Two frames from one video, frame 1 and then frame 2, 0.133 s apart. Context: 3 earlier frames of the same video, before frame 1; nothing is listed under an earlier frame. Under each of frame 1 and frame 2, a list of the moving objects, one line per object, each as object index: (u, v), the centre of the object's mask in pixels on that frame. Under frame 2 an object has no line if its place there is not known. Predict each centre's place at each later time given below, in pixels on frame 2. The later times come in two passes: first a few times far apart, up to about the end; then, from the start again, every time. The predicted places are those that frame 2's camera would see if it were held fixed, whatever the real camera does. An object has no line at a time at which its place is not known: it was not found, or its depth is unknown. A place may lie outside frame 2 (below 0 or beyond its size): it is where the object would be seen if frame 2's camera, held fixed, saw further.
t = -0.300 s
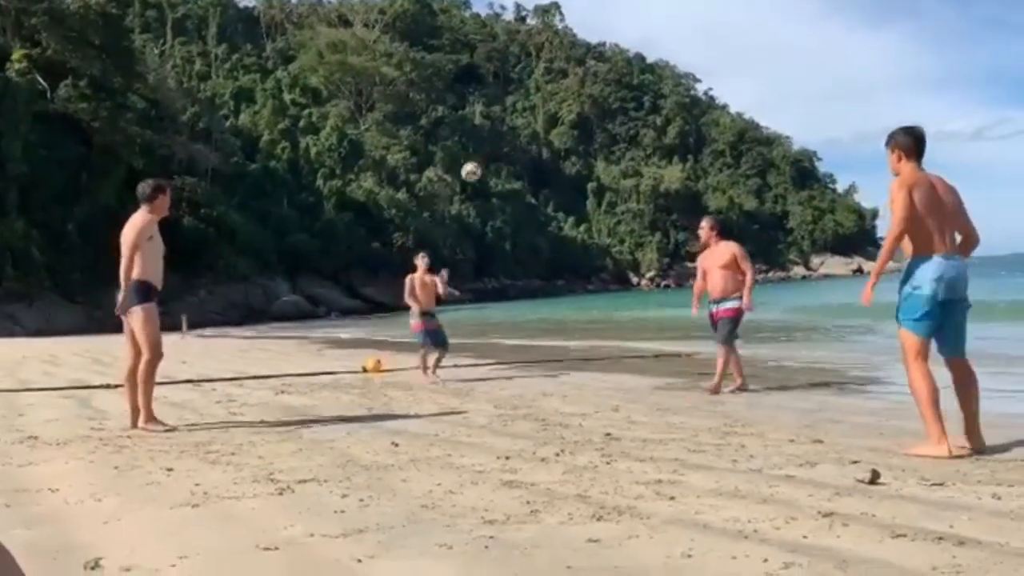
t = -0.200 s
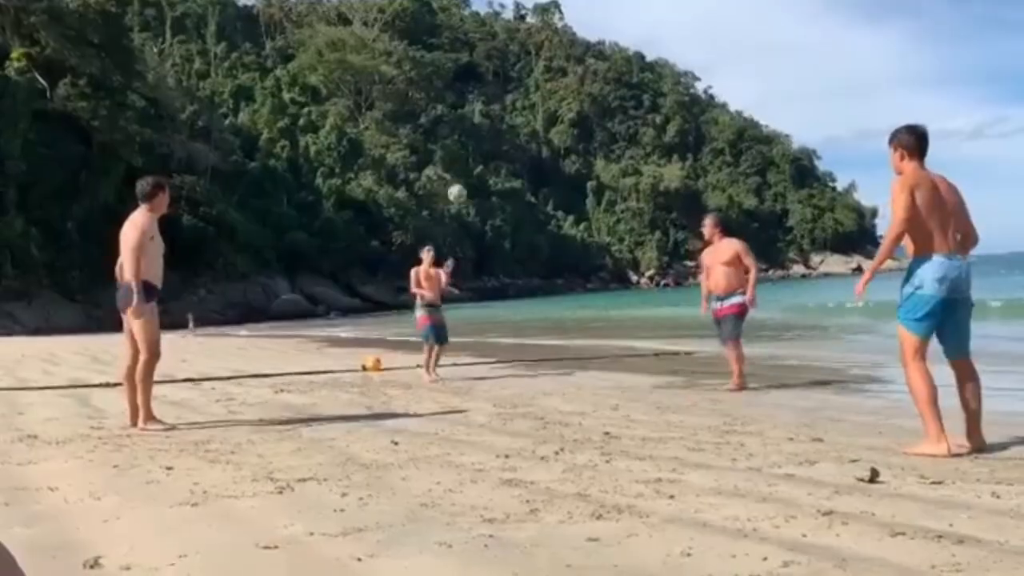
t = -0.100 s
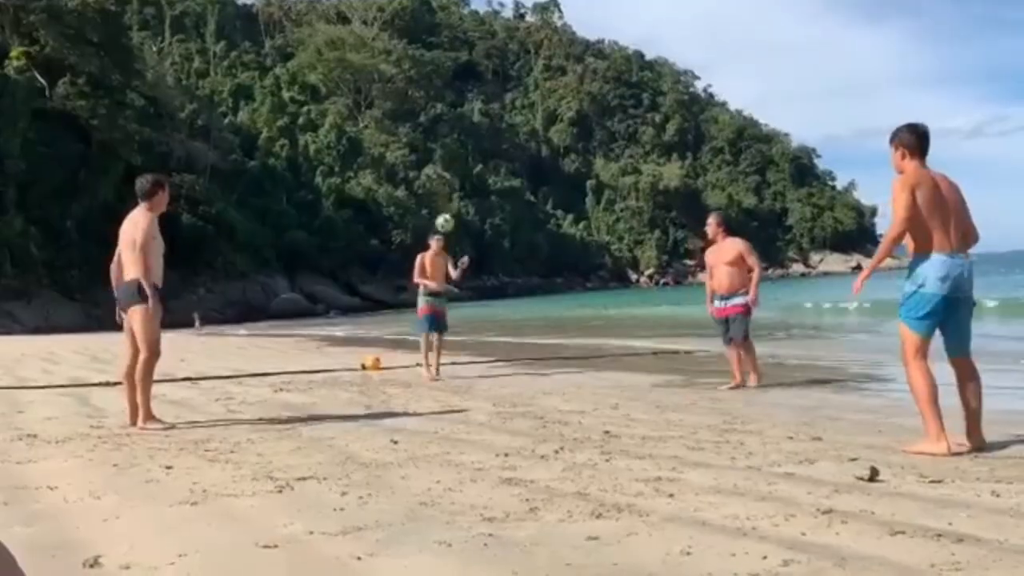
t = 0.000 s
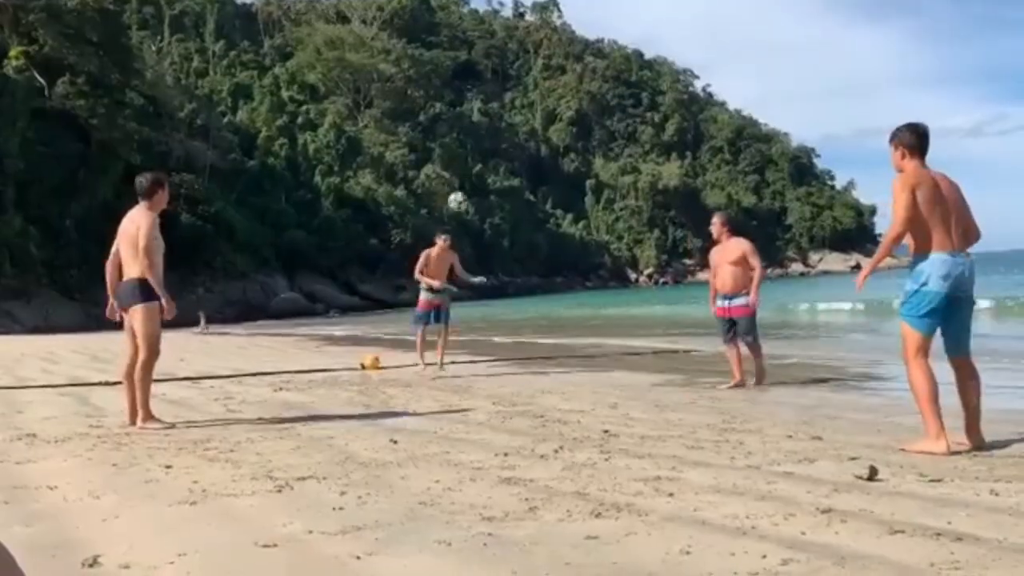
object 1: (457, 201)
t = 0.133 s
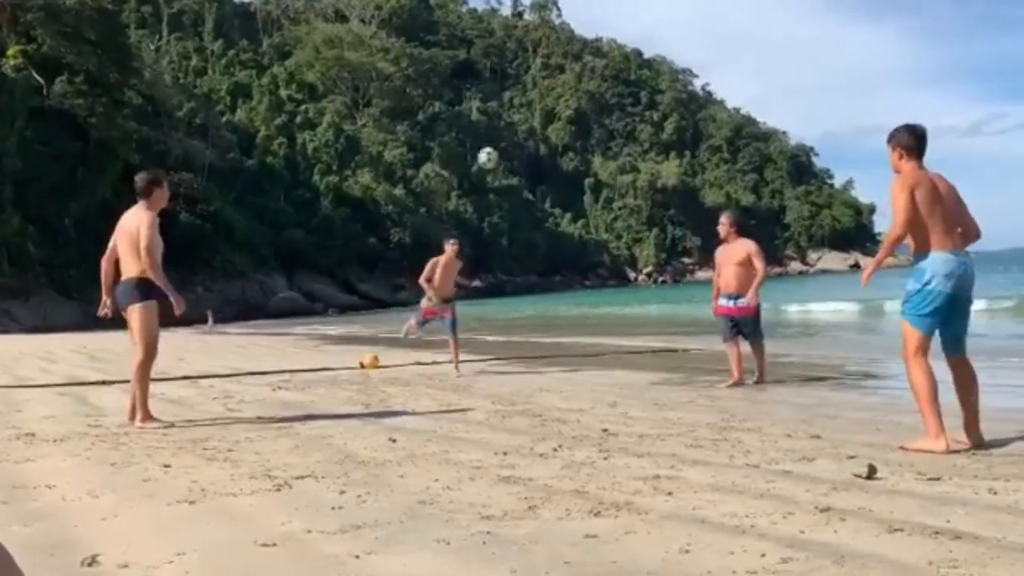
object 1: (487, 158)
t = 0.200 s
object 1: (505, 141)
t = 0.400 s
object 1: (569, 113)
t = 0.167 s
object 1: (497, 149)
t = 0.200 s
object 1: (505, 141)
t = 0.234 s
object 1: (515, 134)
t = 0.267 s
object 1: (524, 127)
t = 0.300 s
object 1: (535, 122)
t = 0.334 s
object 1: (544, 117)
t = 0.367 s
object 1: (556, 114)
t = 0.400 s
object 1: (569, 113)
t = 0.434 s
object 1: (582, 112)
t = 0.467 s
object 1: (595, 112)
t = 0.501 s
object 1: (608, 113)
